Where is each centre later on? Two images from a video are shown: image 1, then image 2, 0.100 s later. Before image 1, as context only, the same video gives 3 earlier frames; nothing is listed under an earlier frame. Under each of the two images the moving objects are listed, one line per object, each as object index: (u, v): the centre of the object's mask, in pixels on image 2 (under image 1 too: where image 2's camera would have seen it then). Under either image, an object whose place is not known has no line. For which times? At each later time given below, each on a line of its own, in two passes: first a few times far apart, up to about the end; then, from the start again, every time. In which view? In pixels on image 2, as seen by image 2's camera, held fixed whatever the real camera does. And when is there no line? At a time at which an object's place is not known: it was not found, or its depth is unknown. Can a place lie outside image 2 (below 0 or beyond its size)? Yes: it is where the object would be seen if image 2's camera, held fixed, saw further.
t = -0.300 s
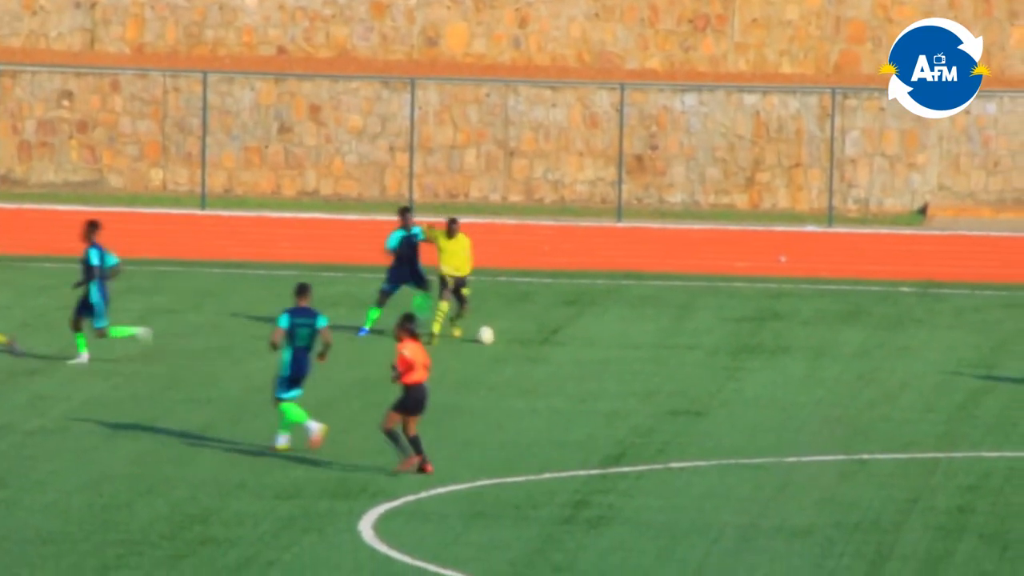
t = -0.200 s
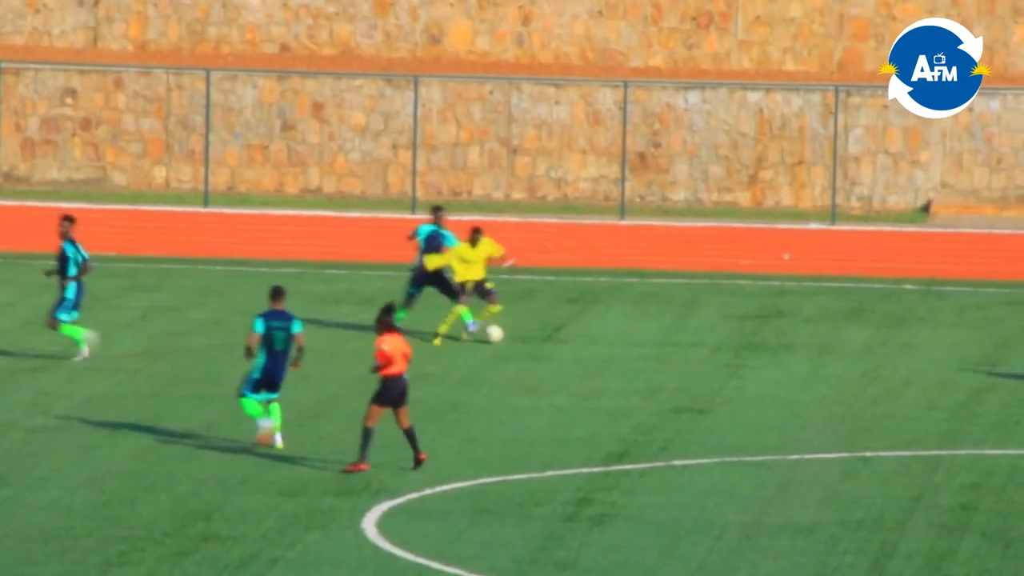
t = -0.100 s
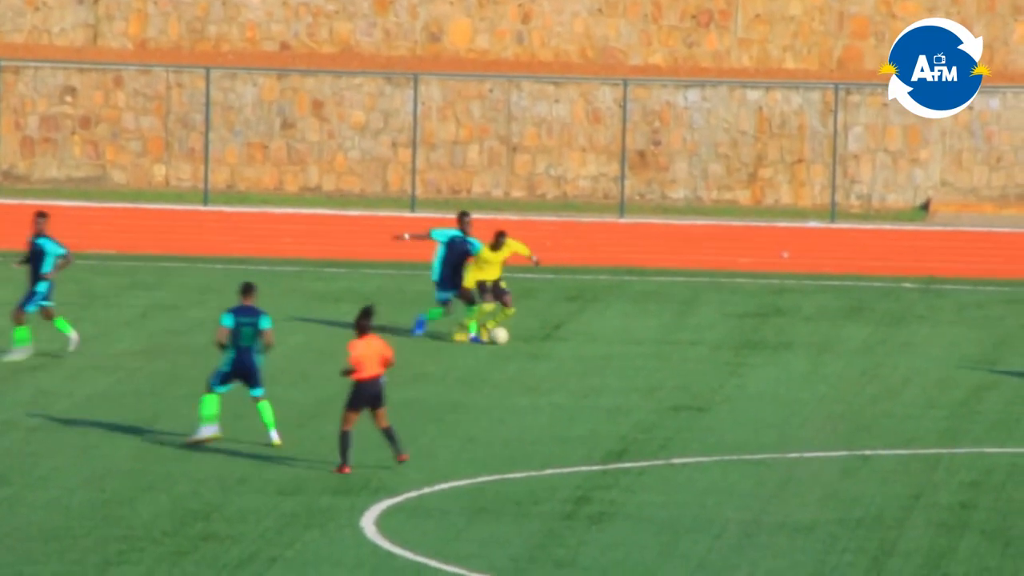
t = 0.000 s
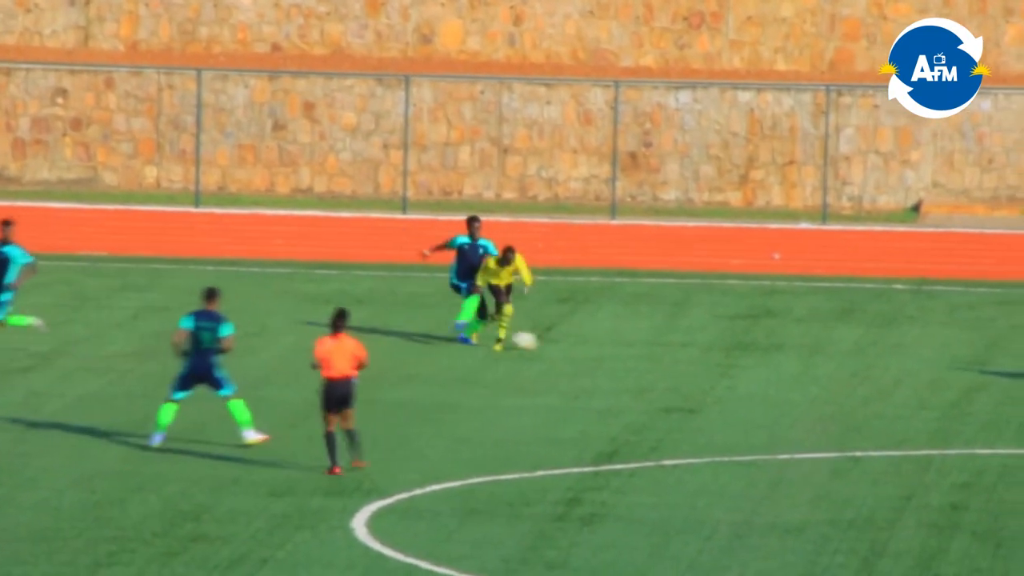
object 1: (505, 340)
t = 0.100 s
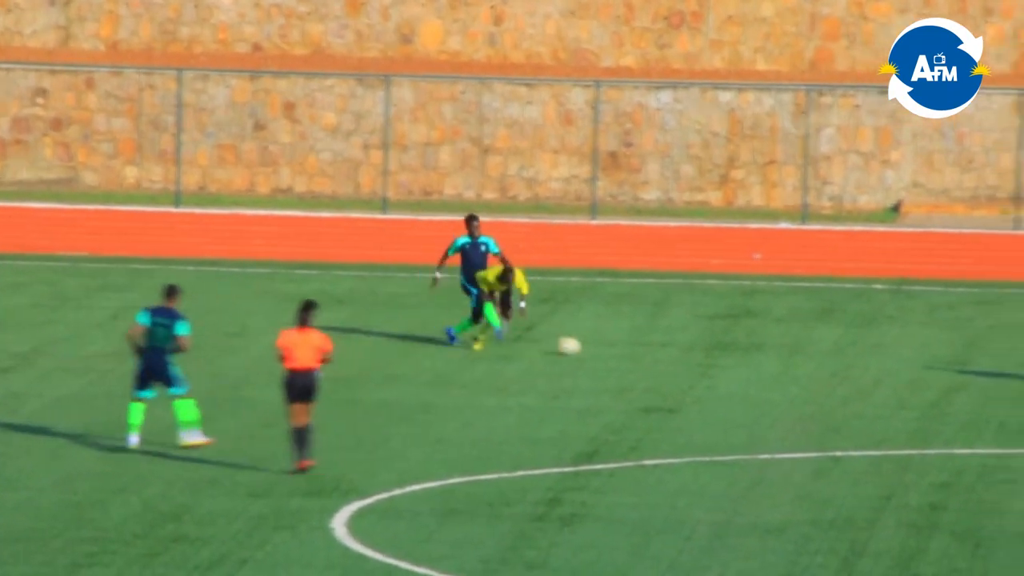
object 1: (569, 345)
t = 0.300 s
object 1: (682, 358)
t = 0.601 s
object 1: (811, 372)
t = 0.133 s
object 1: (589, 347)
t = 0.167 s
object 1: (610, 349)
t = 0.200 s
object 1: (628, 352)
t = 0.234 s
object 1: (648, 355)
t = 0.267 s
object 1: (665, 356)
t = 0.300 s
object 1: (682, 358)
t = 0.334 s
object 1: (700, 360)
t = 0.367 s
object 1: (716, 362)
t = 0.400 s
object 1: (731, 363)
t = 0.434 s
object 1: (745, 364)
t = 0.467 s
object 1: (759, 366)
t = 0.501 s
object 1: (772, 368)
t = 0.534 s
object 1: (786, 370)
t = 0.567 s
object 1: (799, 370)
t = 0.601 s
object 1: (811, 372)
